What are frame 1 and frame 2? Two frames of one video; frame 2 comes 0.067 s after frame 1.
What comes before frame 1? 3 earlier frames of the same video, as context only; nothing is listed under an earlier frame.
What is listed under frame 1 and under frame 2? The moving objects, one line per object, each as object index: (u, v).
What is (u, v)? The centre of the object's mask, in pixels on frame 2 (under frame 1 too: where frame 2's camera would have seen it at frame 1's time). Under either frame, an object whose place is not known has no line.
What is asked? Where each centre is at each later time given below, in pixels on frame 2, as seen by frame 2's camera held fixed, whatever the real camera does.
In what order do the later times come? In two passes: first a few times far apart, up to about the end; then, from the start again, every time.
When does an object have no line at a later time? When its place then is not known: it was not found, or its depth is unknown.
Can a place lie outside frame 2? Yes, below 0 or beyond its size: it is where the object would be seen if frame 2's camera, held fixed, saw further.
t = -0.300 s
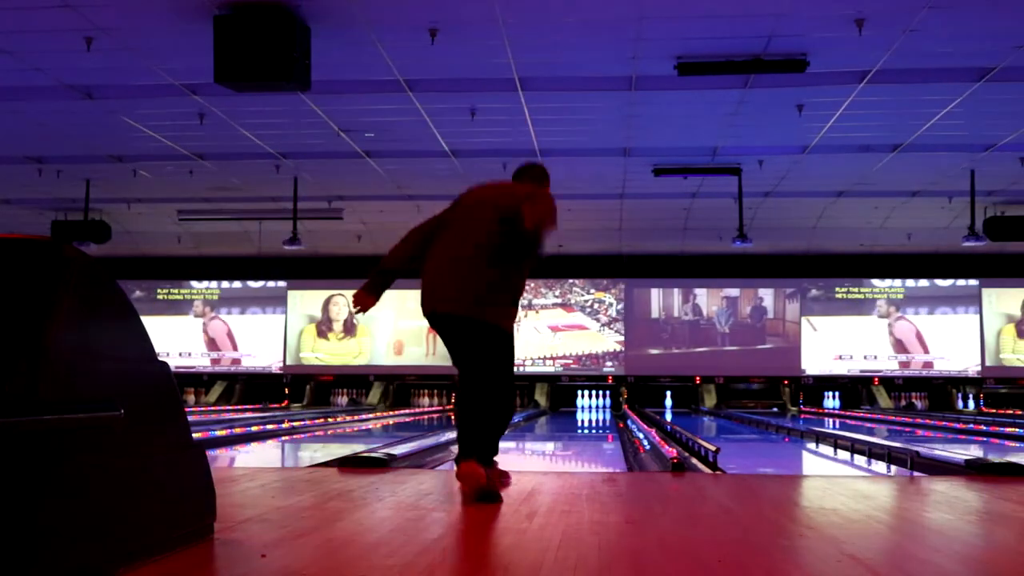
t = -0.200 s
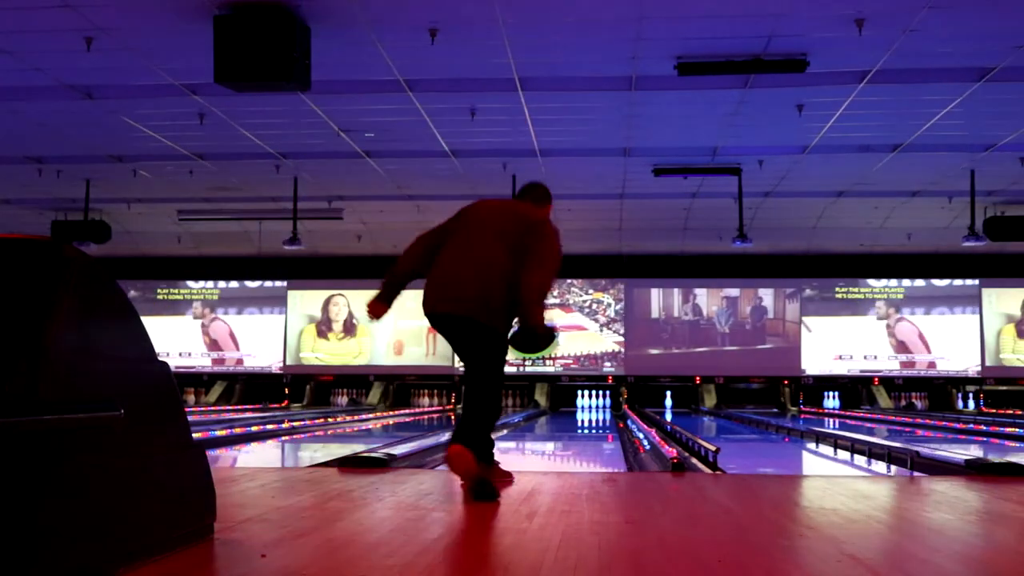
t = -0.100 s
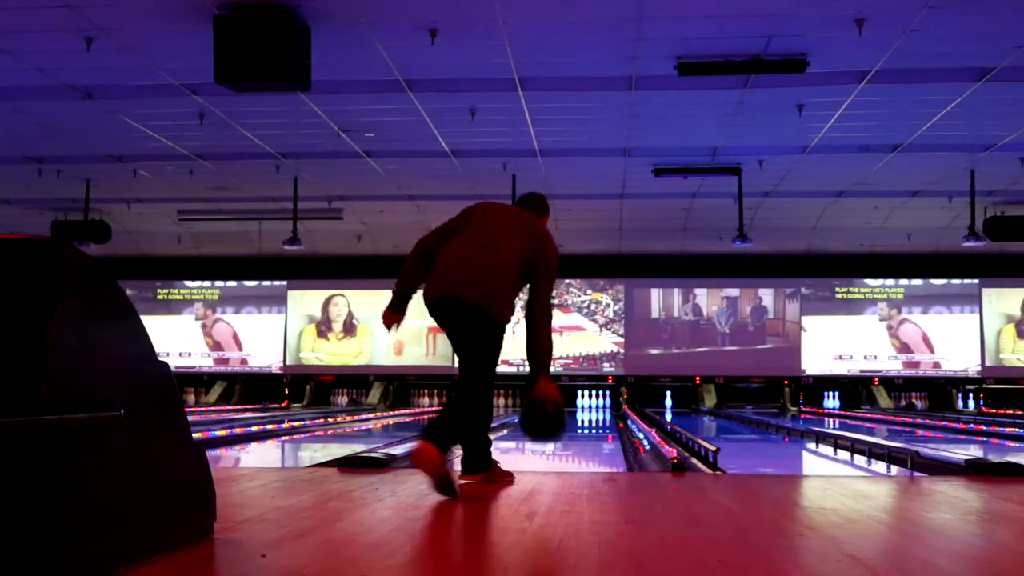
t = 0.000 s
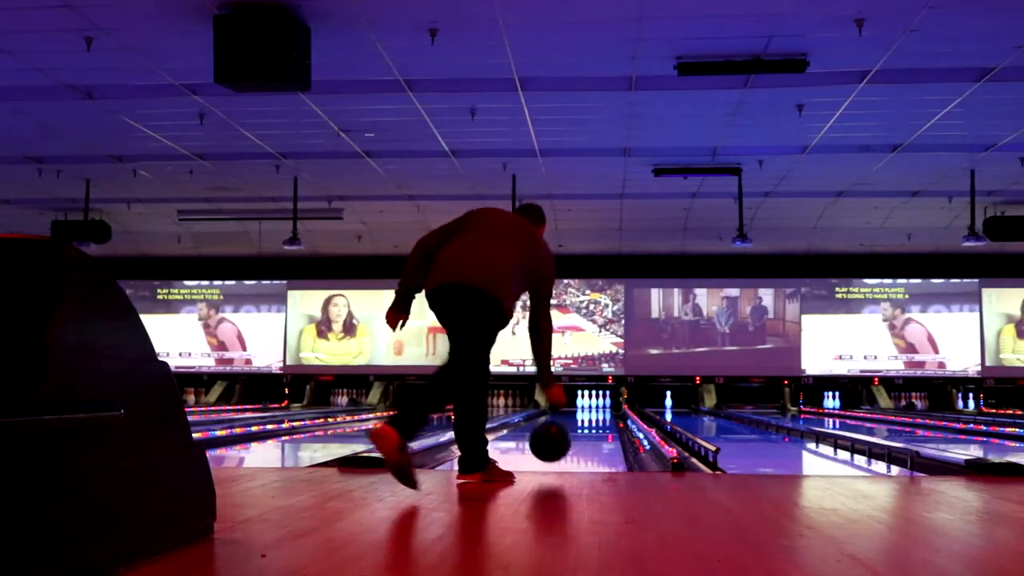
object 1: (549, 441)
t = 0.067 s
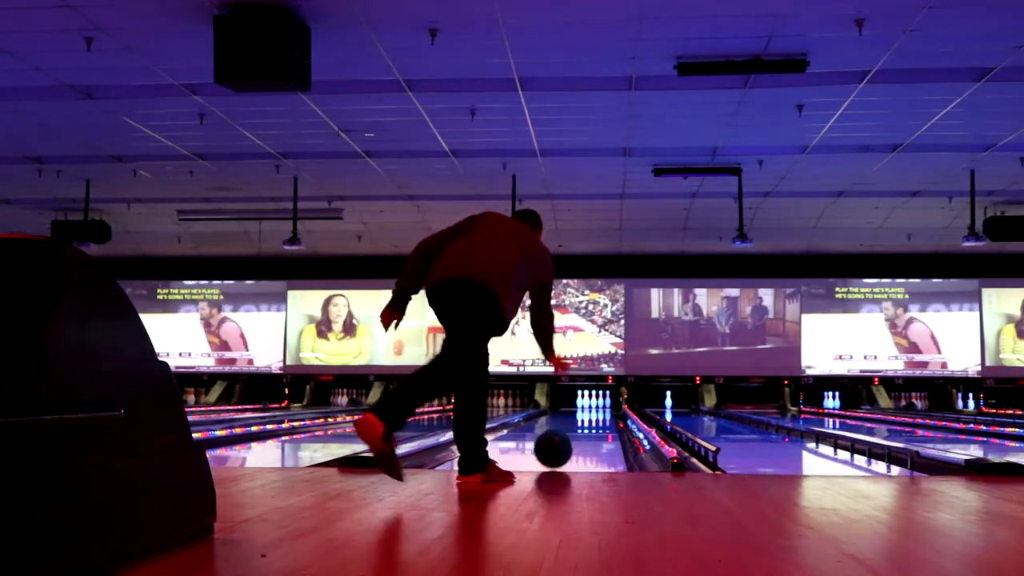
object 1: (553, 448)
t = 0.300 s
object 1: (561, 435)
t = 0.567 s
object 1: (566, 425)
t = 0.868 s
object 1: (570, 419)
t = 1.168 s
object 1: (573, 415)
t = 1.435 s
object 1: (574, 411)
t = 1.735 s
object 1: (576, 409)
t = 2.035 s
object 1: (576, 407)
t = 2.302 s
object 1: (577, 406)
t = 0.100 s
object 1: (554, 446)
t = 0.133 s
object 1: (556, 445)
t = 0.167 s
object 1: (556, 443)
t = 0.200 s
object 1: (558, 441)
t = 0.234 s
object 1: (559, 439)
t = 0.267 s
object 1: (560, 436)
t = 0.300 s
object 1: (561, 435)
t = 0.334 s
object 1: (562, 433)
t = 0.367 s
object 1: (562, 432)
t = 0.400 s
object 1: (563, 431)
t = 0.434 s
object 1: (564, 430)
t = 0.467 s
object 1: (564, 428)
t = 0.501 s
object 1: (565, 427)
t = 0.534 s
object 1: (565, 426)
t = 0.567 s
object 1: (566, 425)
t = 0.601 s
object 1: (567, 424)
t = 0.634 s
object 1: (568, 423)
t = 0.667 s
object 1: (568, 423)
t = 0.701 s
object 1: (568, 422)
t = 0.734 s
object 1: (569, 421)
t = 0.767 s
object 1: (570, 421)
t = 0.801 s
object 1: (570, 421)
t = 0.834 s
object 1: (570, 420)
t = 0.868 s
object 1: (570, 419)
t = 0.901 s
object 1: (571, 419)
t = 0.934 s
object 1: (571, 418)
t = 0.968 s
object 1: (571, 417)
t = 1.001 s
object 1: (571, 417)
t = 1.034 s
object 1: (571, 417)
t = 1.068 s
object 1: (572, 416)
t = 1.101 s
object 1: (573, 415)
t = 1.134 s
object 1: (573, 415)
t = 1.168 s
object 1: (573, 415)
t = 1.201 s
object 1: (573, 414)
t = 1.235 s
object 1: (573, 414)
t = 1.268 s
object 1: (574, 413)
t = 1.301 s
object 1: (574, 413)
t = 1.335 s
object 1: (574, 412)
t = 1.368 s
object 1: (574, 412)
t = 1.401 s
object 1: (574, 411)
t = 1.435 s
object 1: (574, 411)
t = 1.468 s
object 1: (574, 411)
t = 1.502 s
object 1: (574, 411)
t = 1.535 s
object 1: (574, 410)
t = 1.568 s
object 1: (574, 410)
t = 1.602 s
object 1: (575, 410)
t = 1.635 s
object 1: (575, 410)
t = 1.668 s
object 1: (575, 409)
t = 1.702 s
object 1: (575, 409)
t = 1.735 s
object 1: (576, 409)
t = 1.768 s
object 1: (575, 409)
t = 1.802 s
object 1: (576, 408)
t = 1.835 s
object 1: (576, 408)
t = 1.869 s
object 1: (576, 408)
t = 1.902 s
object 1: (576, 408)
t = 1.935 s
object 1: (576, 408)
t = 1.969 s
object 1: (576, 408)
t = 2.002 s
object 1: (576, 407)
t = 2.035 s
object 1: (576, 407)
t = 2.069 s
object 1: (576, 407)
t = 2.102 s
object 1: (577, 407)
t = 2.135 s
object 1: (577, 407)
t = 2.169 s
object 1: (577, 407)
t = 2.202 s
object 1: (577, 406)
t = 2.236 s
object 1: (577, 406)
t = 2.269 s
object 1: (577, 406)
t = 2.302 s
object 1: (577, 406)
